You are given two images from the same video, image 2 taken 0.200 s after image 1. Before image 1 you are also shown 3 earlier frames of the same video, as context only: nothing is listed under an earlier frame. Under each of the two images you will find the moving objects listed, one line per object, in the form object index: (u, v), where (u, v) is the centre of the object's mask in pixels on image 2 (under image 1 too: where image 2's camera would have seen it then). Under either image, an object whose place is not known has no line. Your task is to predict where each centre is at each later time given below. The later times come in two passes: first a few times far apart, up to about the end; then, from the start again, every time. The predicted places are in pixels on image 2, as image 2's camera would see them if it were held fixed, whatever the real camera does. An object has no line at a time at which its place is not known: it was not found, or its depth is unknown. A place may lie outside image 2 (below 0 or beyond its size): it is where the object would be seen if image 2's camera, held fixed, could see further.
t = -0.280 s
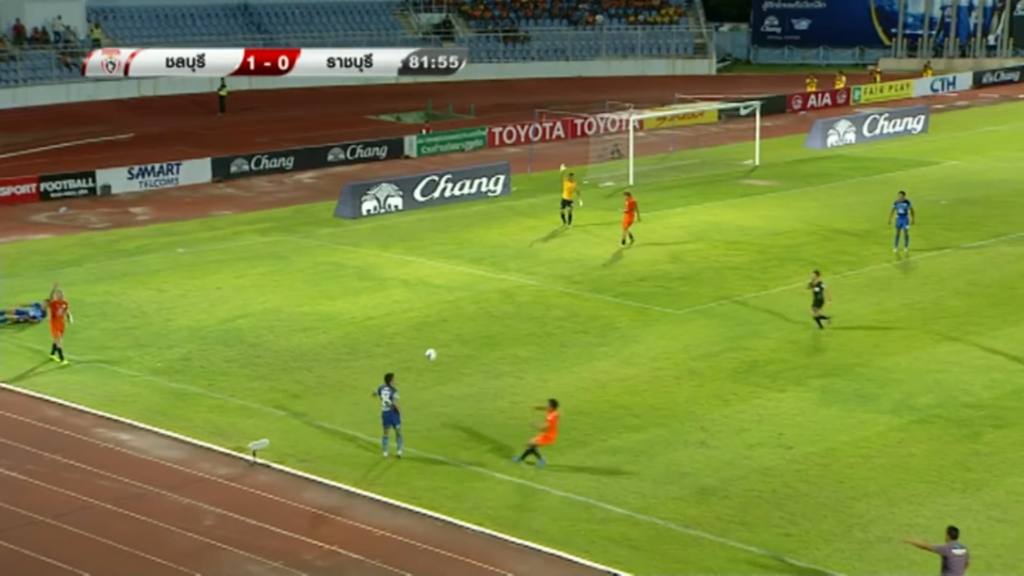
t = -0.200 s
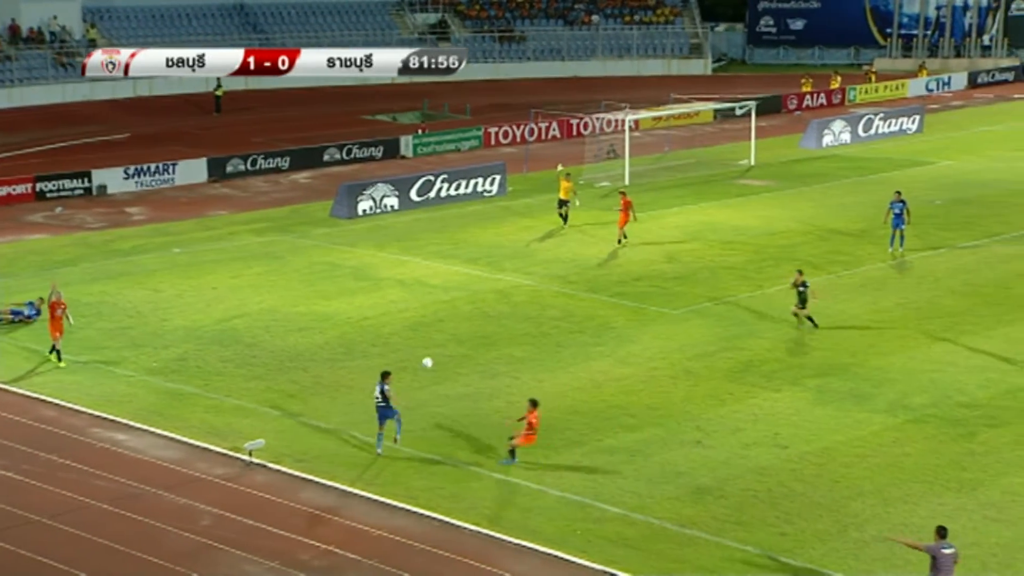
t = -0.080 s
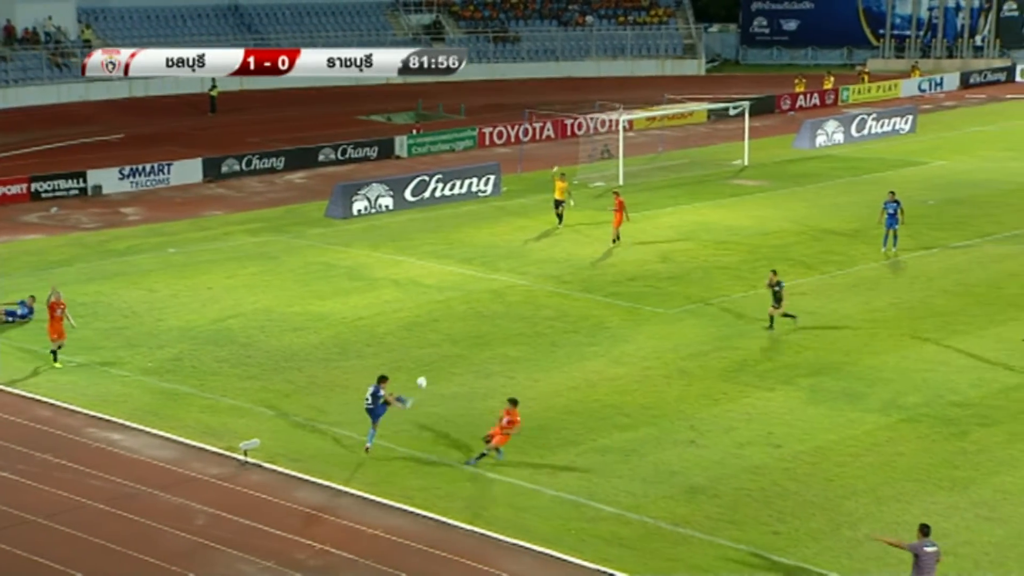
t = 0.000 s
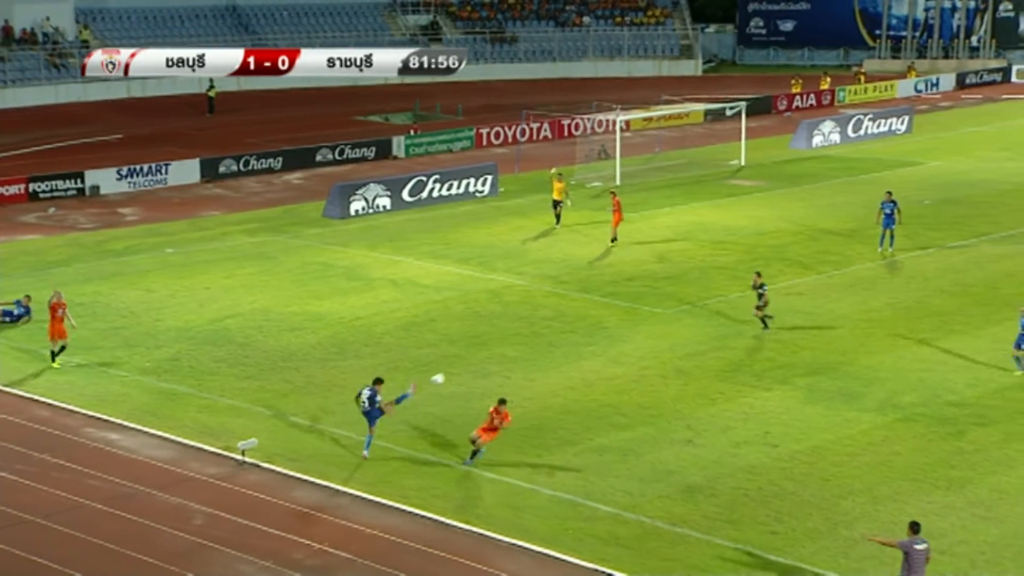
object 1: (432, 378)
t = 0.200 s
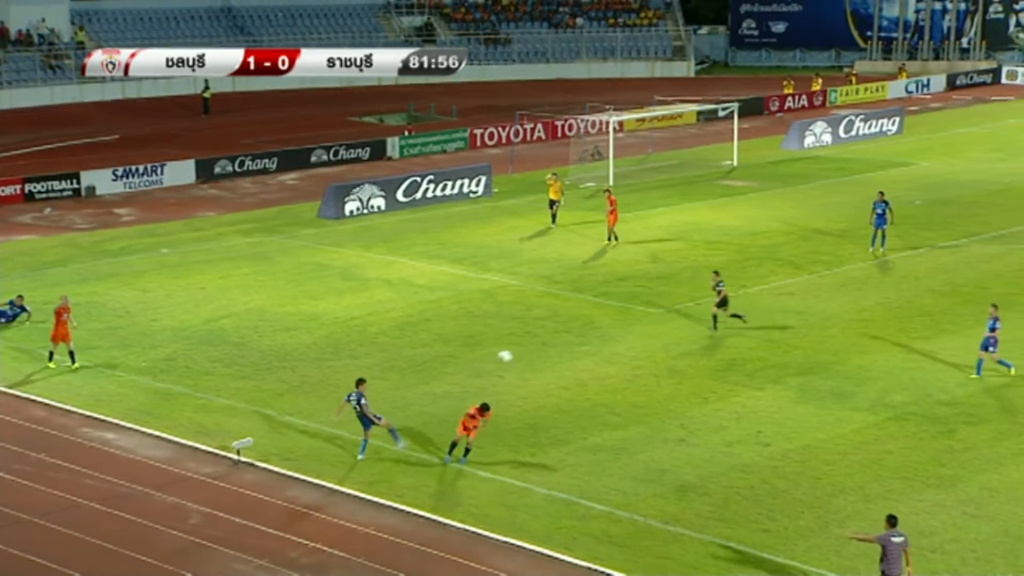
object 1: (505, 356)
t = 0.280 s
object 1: (535, 352)
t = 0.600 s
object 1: (654, 377)
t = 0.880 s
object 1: (758, 447)
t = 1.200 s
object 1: (872, 509)
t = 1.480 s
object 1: (970, 480)
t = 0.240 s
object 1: (520, 354)
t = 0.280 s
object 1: (535, 352)
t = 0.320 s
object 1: (549, 353)
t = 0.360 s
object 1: (564, 354)
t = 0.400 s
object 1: (579, 355)
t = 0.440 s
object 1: (594, 357)
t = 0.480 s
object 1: (609, 361)
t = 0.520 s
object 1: (624, 365)
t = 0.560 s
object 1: (639, 371)
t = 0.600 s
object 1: (654, 377)
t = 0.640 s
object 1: (669, 384)
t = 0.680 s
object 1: (684, 393)
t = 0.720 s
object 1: (698, 401)
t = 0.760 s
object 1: (713, 411)
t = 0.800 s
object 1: (728, 422)
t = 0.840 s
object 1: (743, 434)
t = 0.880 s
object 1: (758, 447)
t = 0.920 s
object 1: (773, 462)
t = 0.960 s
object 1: (787, 476)
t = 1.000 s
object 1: (802, 492)
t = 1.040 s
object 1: (817, 509)
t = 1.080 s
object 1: (828, 524)
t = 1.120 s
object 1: (849, 521)
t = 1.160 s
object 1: (859, 516)
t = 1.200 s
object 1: (872, 509)
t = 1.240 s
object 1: (886, 502)
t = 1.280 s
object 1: (900, 496)
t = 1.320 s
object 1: (914, 491)
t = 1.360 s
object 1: (927, 487)
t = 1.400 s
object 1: (942, 483)
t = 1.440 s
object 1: (956, 482)
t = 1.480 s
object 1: (970, 480)
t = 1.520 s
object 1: (984, 480)
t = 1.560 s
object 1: (998, 481)
